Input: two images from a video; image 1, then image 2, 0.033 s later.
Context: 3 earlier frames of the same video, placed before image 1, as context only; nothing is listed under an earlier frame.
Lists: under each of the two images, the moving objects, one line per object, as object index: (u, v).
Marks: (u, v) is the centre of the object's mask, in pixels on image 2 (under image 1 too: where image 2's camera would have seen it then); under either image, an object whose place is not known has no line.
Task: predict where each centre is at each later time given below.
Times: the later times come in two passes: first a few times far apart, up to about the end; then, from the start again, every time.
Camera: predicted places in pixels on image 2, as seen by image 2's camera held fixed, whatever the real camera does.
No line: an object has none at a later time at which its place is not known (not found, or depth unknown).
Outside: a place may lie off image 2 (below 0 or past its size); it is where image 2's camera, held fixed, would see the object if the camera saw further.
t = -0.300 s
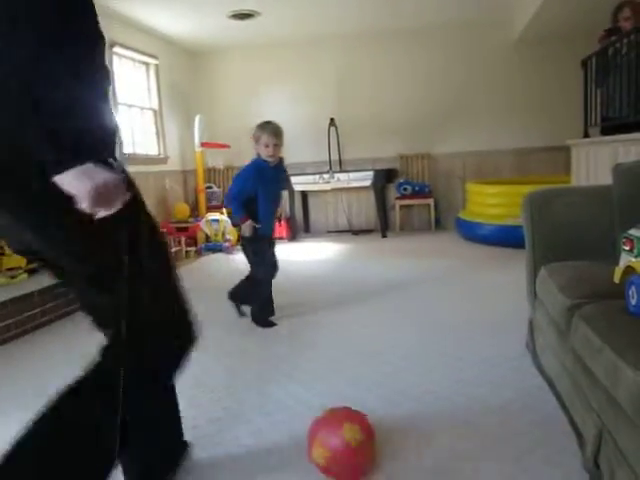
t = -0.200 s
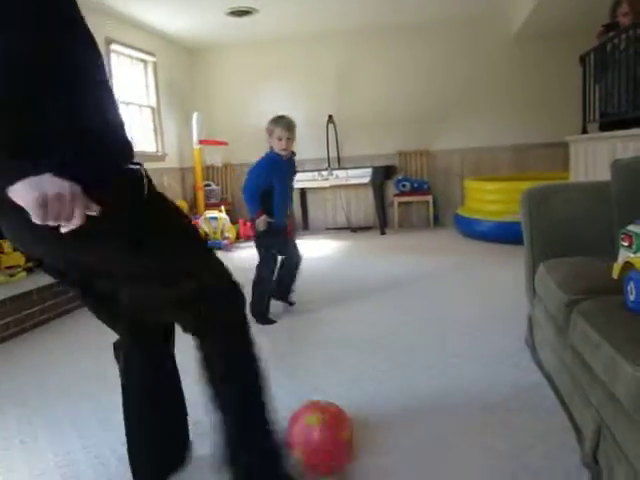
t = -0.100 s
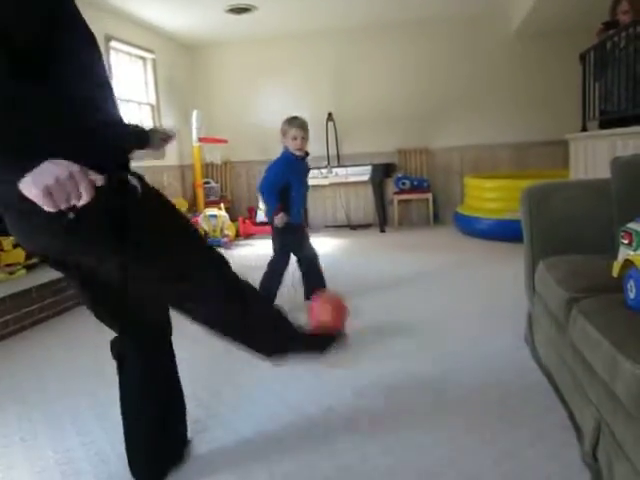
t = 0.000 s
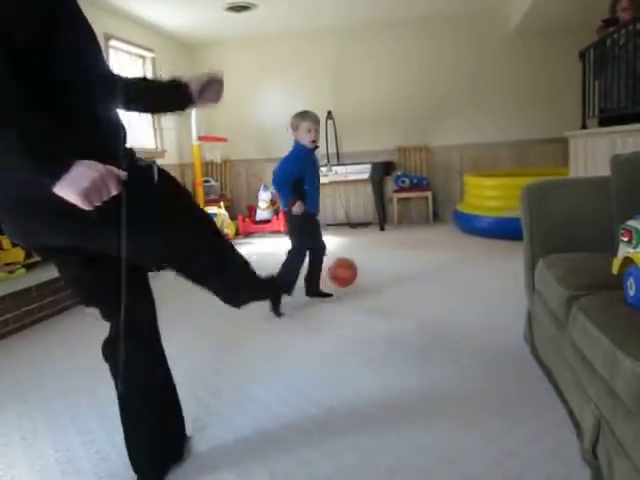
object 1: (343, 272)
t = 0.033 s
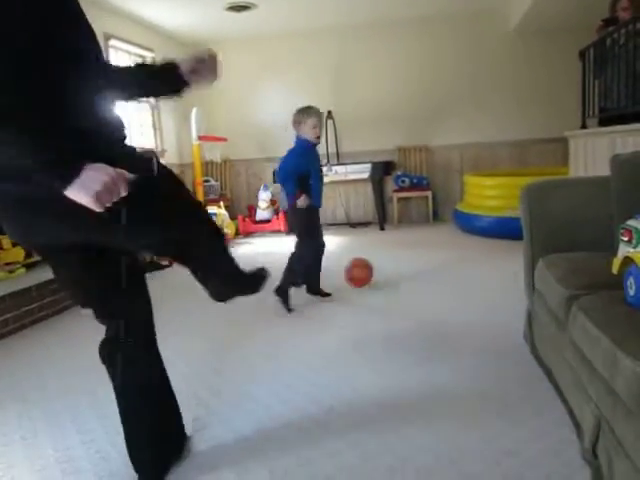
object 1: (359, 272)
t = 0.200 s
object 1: (400, 245)
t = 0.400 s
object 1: (434, 237)
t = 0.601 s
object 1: (458, 232)
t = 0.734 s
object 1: (468, 224)
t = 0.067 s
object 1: (369, 265)
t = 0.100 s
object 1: (377, 258)
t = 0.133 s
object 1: (386, 252)
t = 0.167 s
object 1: (393, 248)
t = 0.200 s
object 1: (400, 245)
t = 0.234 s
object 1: (407, 244)
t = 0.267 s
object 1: (413, 243)
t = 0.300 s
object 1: (418, 245)
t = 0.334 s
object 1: (424, 246)
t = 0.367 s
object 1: (430, 243)
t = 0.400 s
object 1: (434, 237)
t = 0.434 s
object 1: (438, 234)
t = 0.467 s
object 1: (443, 233)
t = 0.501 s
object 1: (447, 233)
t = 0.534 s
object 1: (448, 233)
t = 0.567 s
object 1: (455, 234)
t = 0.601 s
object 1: (458, 232)
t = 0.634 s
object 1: (462, 228)
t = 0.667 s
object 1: (467, 225)
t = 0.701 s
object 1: (467, 225)
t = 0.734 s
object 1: (468, 224)
